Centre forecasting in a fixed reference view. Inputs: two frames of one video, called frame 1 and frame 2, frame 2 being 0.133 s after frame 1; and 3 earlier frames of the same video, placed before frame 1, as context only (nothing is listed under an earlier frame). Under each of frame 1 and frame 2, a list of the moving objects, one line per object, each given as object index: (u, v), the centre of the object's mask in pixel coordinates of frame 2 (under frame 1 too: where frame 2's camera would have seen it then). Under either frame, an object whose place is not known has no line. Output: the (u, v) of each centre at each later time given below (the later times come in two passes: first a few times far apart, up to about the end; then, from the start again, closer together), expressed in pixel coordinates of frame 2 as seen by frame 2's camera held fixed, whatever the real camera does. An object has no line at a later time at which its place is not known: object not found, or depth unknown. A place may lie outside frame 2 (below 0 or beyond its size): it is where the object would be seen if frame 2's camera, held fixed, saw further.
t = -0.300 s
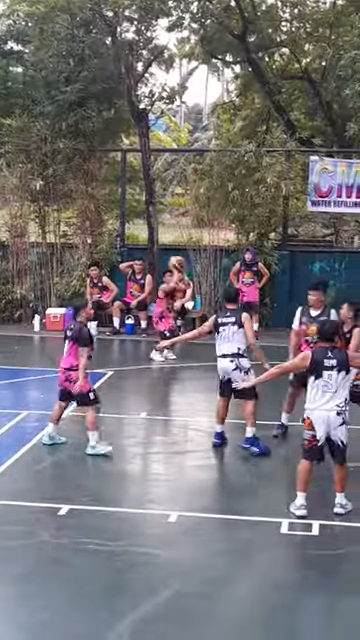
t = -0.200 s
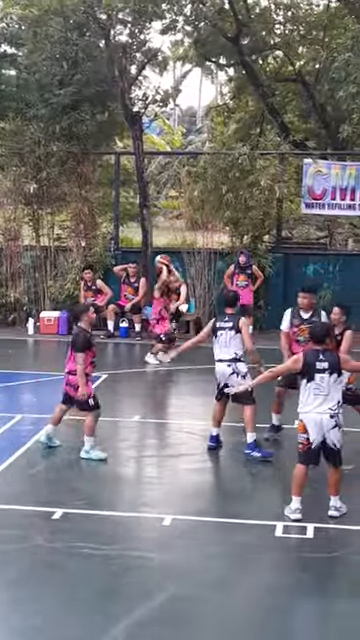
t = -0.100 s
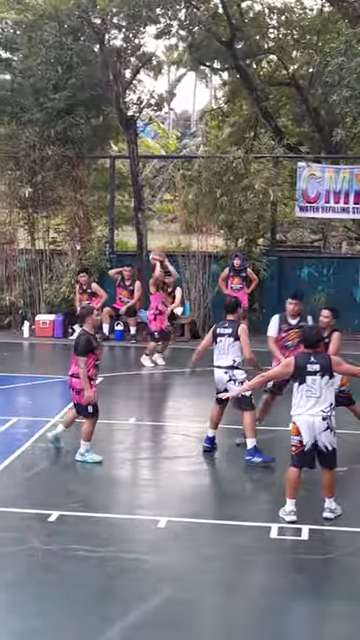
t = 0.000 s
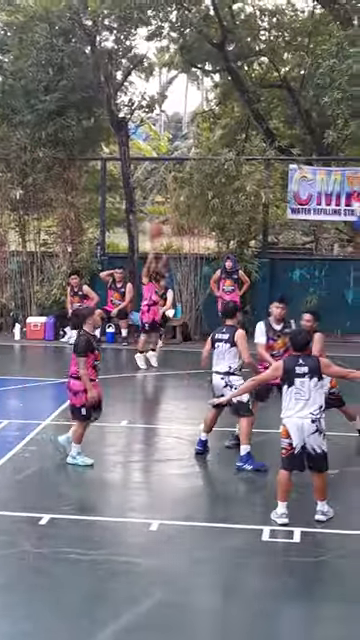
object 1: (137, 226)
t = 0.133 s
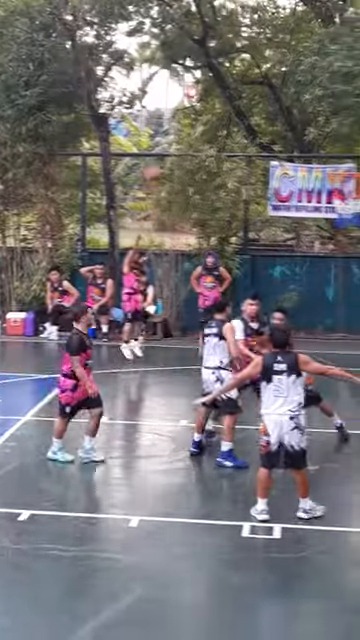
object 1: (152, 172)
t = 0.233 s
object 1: (167, 139)
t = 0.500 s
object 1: (201, 74)
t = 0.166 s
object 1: (158, 160)
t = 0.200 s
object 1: (161, 148)
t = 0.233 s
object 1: (167, 139)
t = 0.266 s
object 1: (170, 127)
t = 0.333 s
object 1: (181, 109)
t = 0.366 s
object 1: (187, 96)
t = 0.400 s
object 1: (188, 92)
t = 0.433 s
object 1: (194, 84)
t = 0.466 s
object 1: (195, 77)
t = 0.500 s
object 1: (201, 74)
